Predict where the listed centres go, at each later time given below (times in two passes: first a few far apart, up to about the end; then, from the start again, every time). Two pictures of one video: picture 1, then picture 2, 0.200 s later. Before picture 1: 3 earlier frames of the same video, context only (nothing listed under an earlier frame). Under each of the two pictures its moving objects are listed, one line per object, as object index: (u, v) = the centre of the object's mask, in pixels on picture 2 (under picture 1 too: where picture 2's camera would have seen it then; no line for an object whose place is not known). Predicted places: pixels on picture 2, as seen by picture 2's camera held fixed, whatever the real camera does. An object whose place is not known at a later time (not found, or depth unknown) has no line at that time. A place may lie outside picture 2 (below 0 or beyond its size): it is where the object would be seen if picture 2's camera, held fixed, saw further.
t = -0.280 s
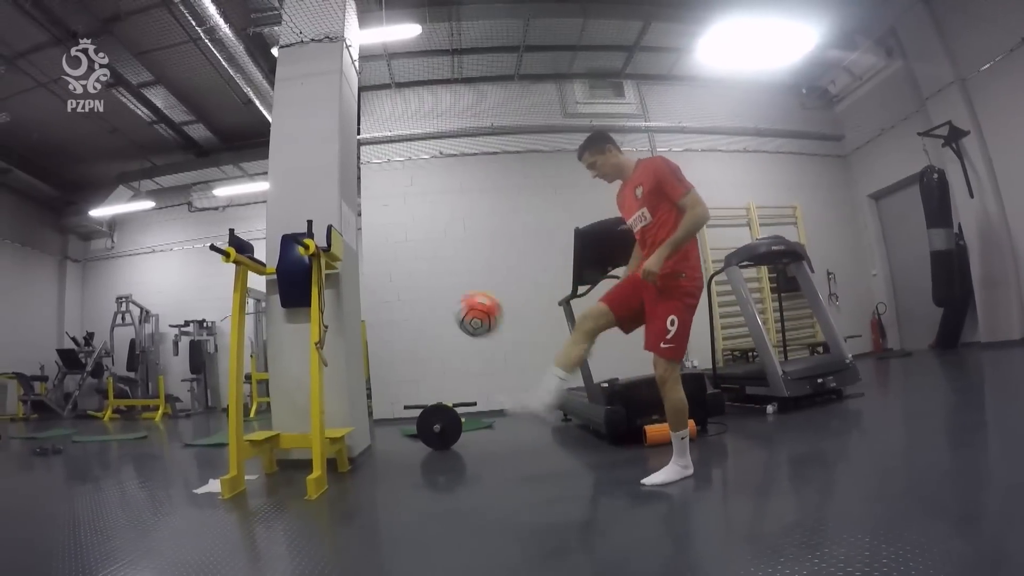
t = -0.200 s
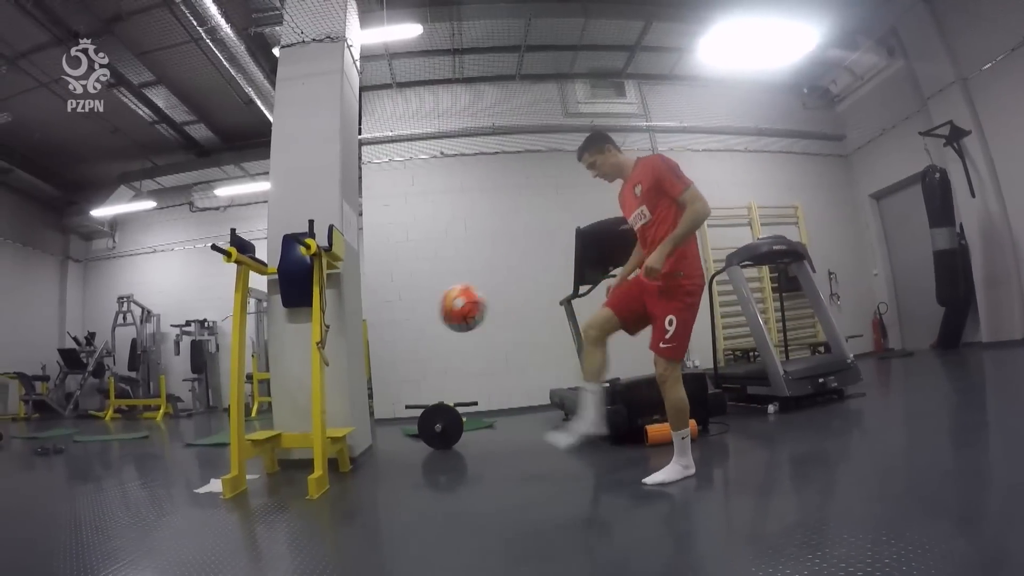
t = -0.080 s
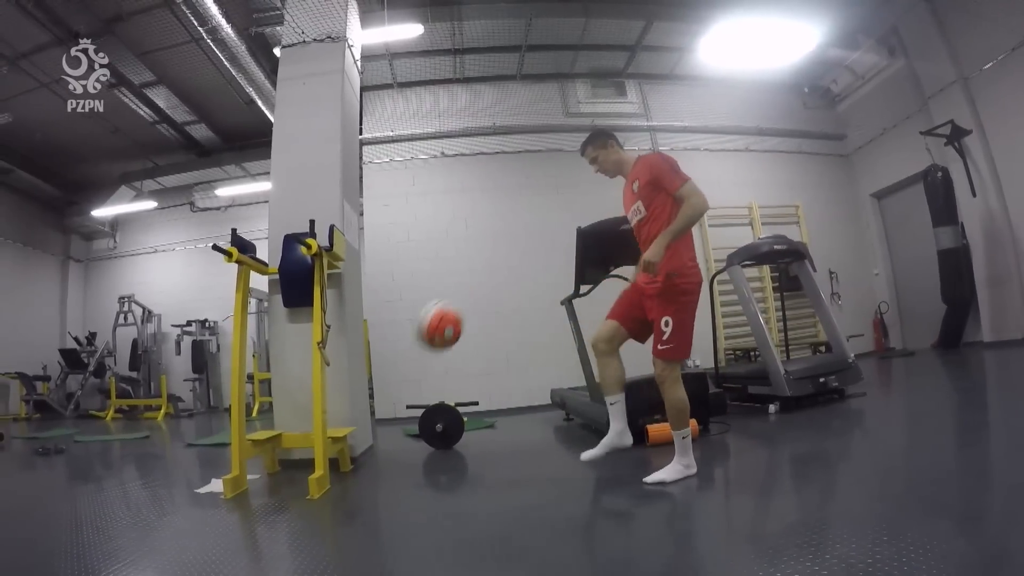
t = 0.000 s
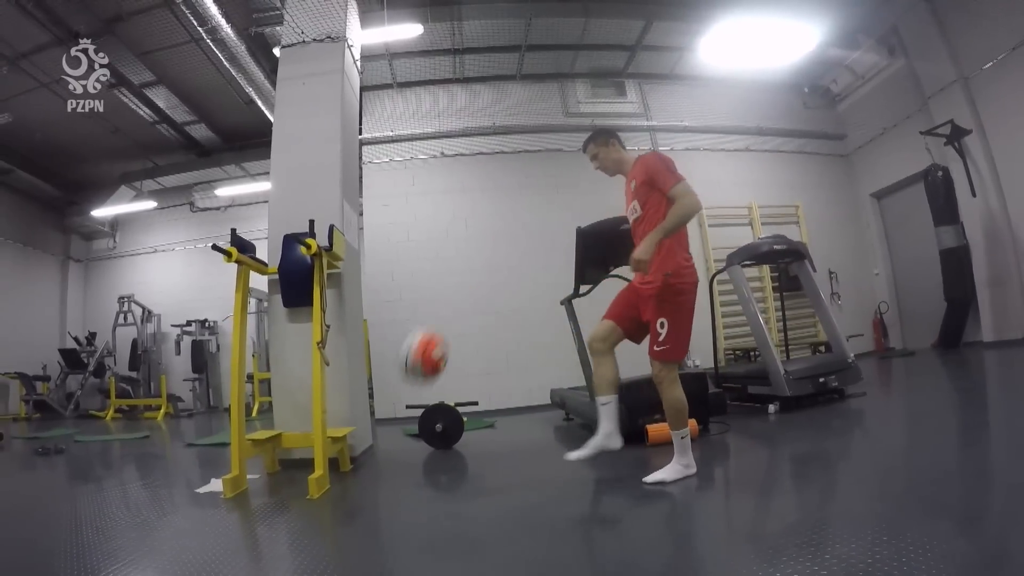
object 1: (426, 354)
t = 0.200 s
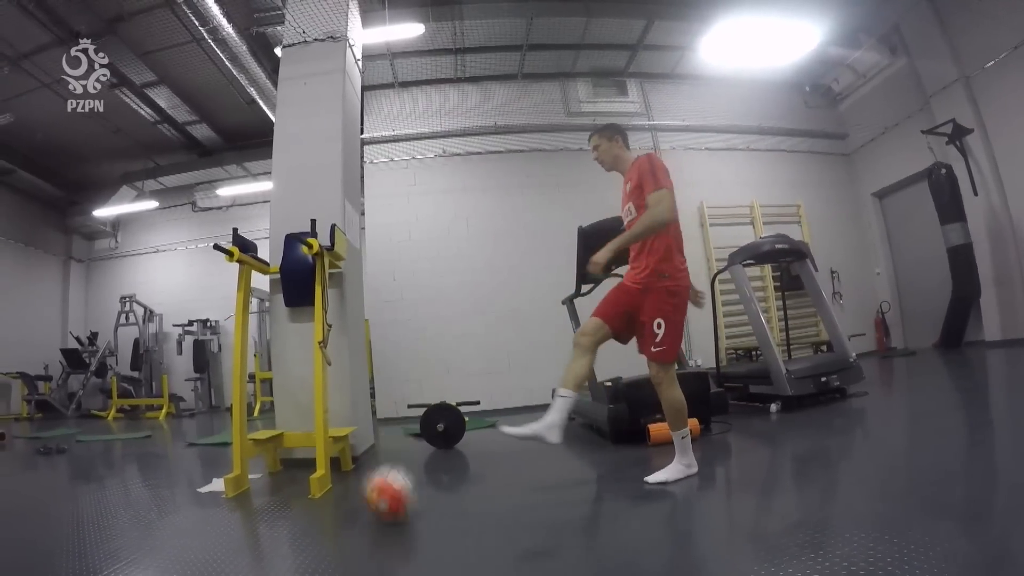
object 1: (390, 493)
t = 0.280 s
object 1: (361, 449)
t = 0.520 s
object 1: (279, 377)
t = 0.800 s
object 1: (193, 457)
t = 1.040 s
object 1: (124, 439)
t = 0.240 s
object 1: (375, 470)
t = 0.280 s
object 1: (361, 449)
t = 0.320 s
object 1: (347, 430)
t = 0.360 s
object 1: (332, 412)
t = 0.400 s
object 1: (318, 398)
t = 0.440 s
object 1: (305, 388)
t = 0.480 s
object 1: (292, 381)
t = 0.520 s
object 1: (279, 377)
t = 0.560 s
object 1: (267, 377)
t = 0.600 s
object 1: (254, 378)
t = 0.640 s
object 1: (243, 387)
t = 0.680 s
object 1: (228, 399)
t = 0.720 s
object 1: (215, 414)
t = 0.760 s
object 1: (205, 433)
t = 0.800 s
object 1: (193, 457)
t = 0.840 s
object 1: (184, 485)
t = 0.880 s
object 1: (175, 514)
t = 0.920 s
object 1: (159, 494)
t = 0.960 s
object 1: (147, 473)
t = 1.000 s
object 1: (135, 453)
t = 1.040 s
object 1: (124, 439)
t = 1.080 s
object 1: (111, 429)
